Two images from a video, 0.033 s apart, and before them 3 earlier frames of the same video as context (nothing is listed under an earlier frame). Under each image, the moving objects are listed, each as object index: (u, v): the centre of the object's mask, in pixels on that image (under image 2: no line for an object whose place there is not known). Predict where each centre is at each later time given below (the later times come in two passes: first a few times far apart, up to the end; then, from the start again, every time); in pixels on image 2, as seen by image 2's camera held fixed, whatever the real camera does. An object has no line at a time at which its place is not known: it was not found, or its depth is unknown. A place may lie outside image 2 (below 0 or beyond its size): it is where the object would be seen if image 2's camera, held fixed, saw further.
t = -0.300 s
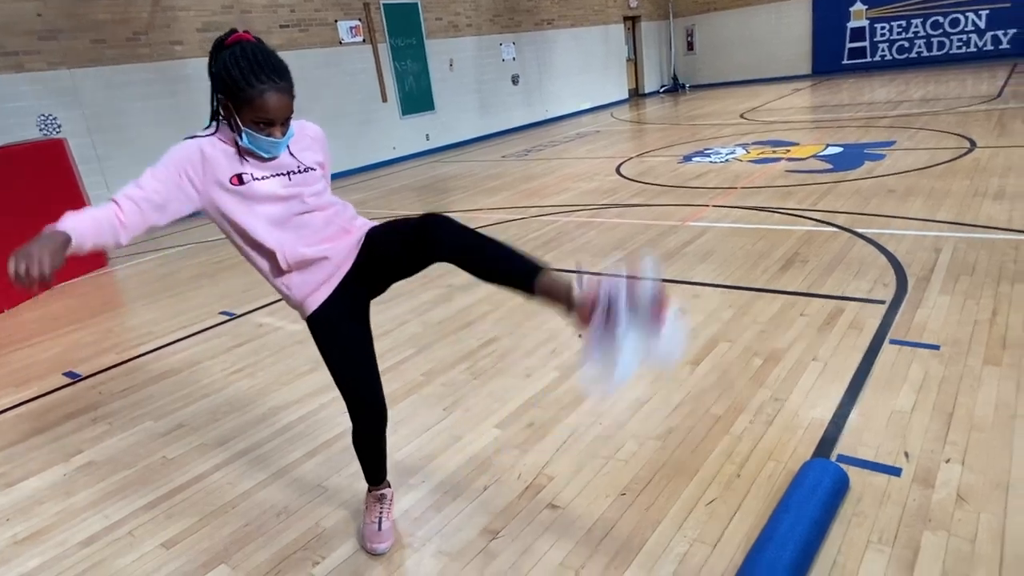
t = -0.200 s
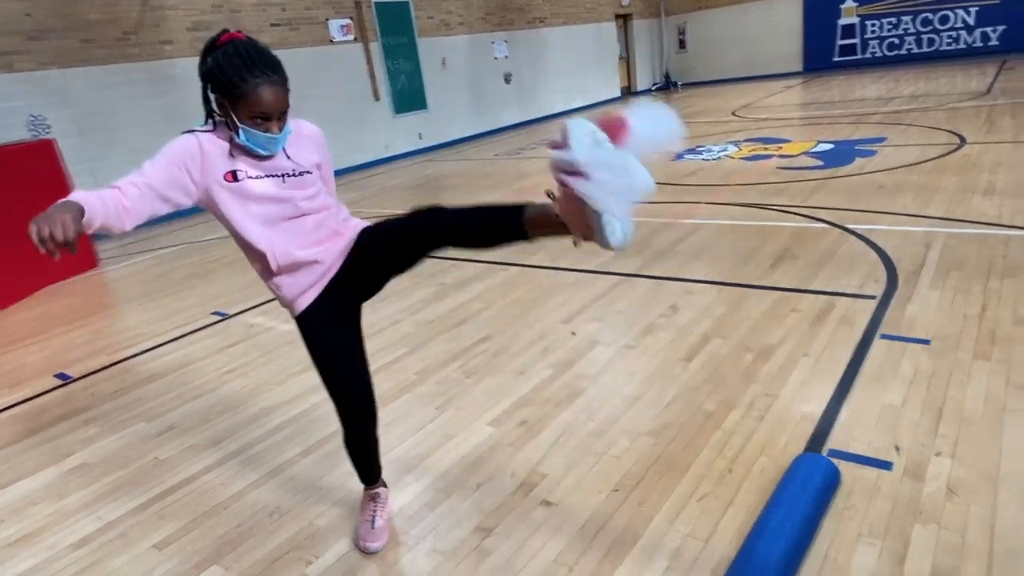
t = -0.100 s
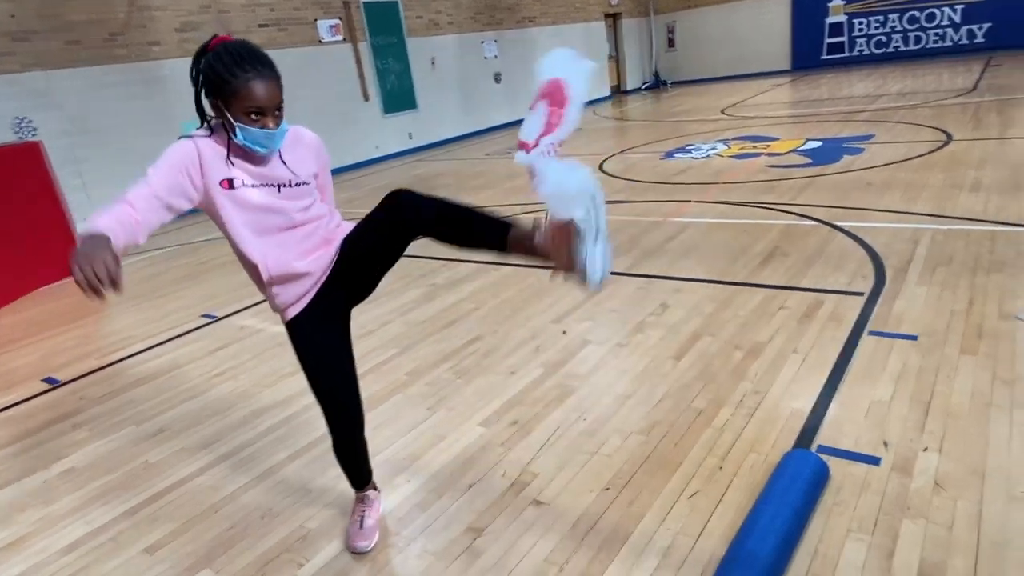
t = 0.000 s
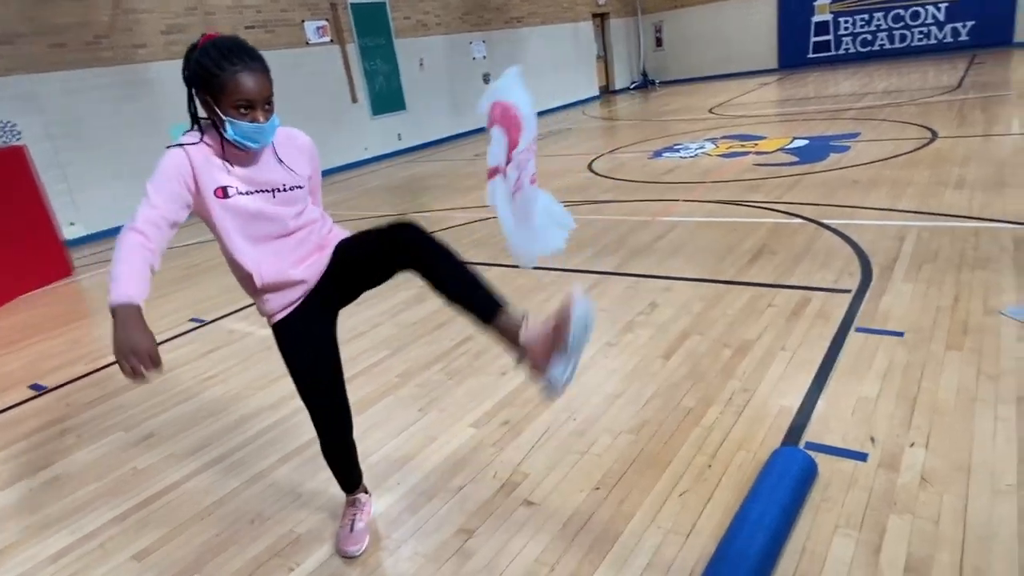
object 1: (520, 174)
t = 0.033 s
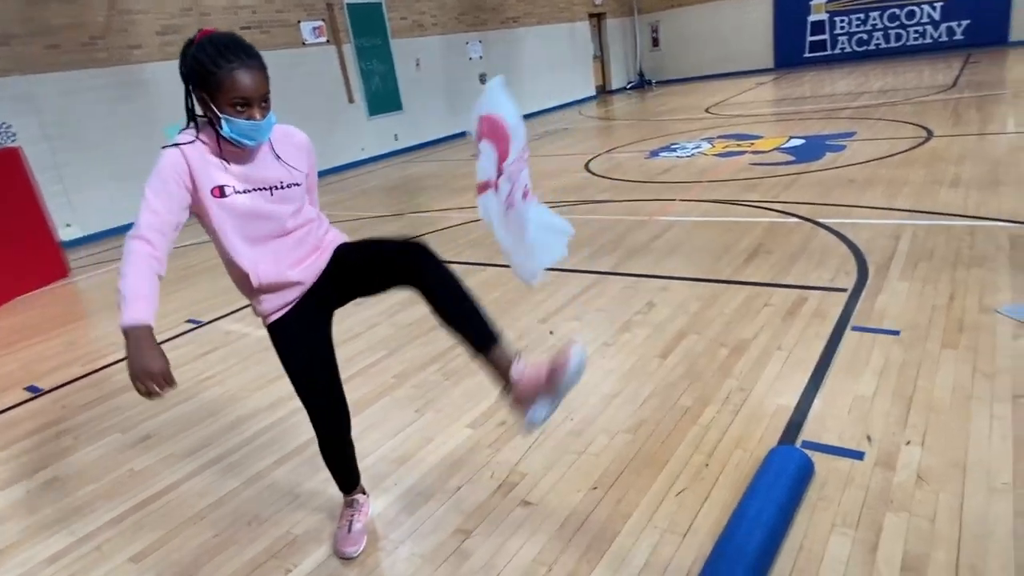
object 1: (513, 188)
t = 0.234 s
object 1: (538, 298)
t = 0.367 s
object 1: (590, 367)
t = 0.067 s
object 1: (513, 203)
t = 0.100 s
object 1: (514, 222)
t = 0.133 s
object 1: (518, 241)
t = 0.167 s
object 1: (522, 259)
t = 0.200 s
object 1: (528, 278)
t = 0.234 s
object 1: (538, 298)
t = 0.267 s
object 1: (550, 317)
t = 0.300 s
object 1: (563, 335)
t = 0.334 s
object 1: (577, 352)
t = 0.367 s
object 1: (590, 367)
